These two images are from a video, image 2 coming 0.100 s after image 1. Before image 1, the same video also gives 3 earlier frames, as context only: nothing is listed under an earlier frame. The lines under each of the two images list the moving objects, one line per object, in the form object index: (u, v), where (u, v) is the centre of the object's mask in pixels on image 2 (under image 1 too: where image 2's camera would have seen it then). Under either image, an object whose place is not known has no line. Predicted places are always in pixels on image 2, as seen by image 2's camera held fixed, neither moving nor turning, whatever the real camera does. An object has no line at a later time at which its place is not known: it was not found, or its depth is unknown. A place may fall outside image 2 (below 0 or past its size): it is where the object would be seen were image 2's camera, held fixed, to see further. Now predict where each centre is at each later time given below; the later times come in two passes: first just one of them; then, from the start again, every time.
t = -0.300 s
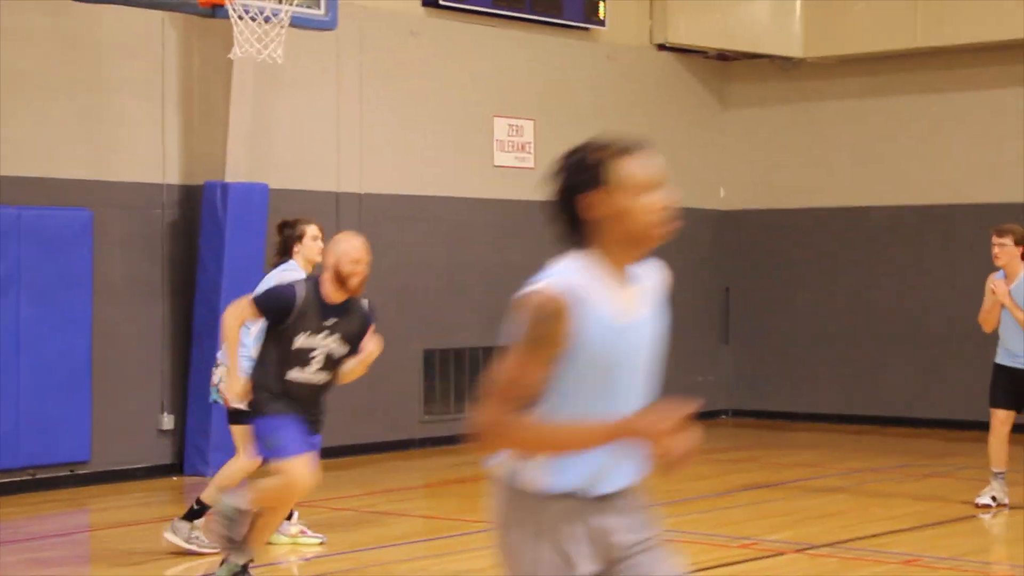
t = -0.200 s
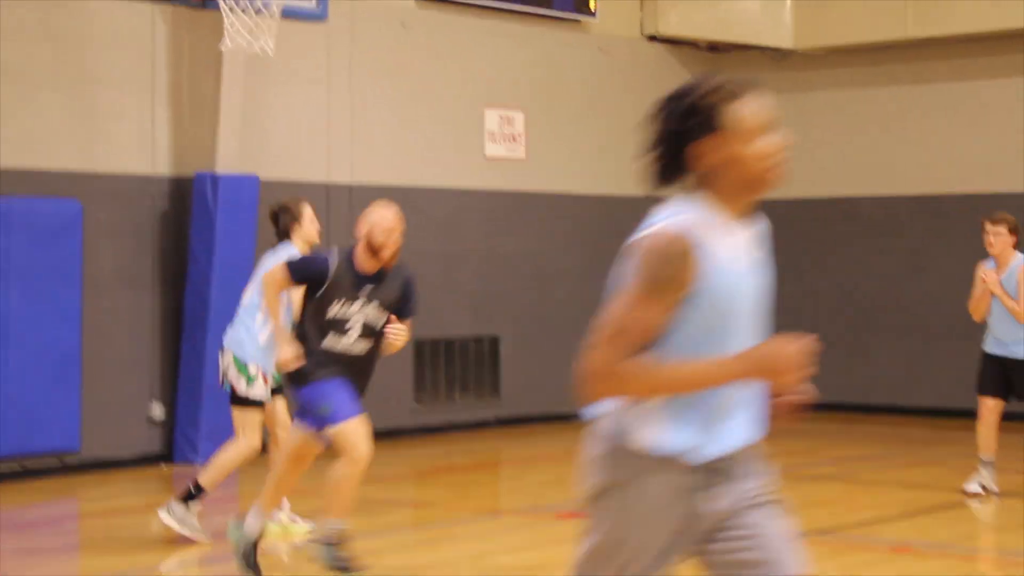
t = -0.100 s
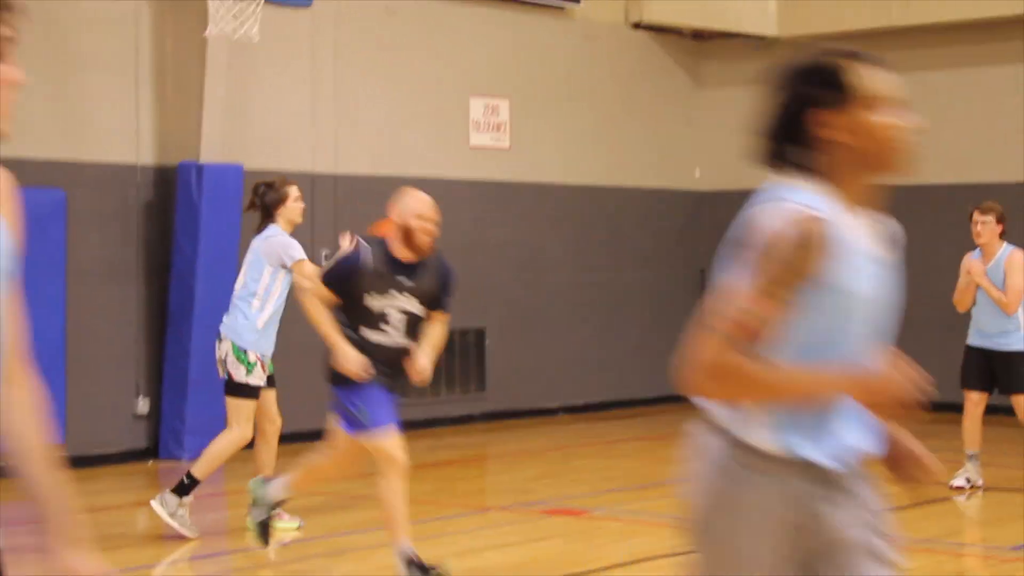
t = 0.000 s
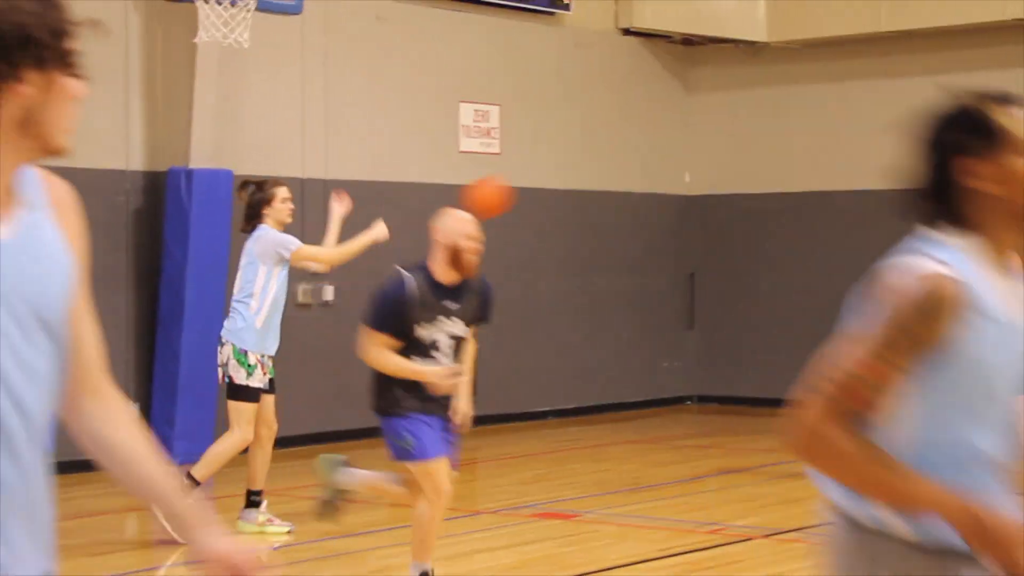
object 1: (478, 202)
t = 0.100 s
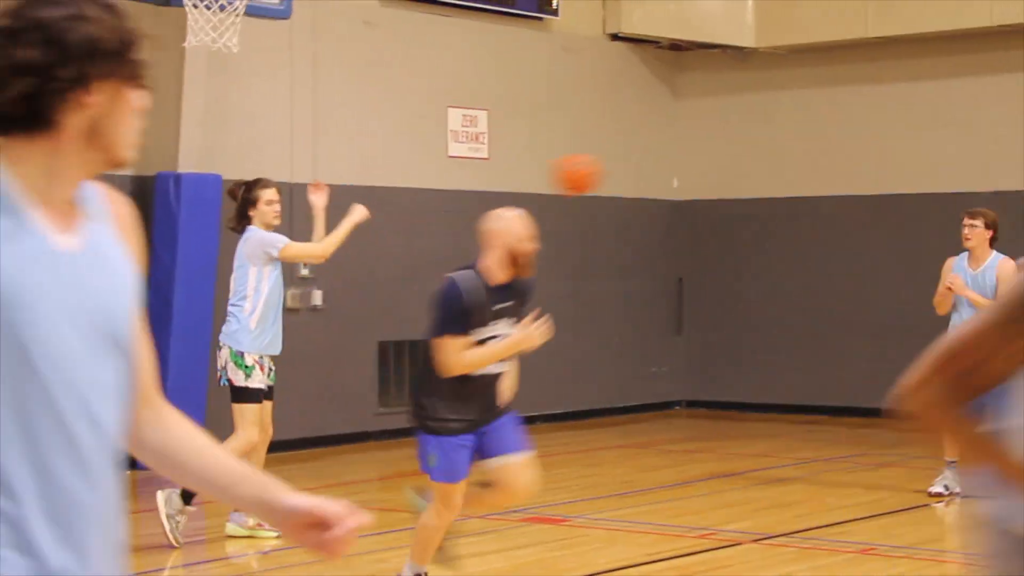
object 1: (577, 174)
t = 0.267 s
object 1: (739, 166)
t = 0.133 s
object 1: (611, 169)
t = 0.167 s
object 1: (643, 165)
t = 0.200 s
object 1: (675, 165)
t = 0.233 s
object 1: (706, 165)
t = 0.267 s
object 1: (739, 166)
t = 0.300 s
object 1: (770, 169)
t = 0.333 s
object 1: (797, 178)
